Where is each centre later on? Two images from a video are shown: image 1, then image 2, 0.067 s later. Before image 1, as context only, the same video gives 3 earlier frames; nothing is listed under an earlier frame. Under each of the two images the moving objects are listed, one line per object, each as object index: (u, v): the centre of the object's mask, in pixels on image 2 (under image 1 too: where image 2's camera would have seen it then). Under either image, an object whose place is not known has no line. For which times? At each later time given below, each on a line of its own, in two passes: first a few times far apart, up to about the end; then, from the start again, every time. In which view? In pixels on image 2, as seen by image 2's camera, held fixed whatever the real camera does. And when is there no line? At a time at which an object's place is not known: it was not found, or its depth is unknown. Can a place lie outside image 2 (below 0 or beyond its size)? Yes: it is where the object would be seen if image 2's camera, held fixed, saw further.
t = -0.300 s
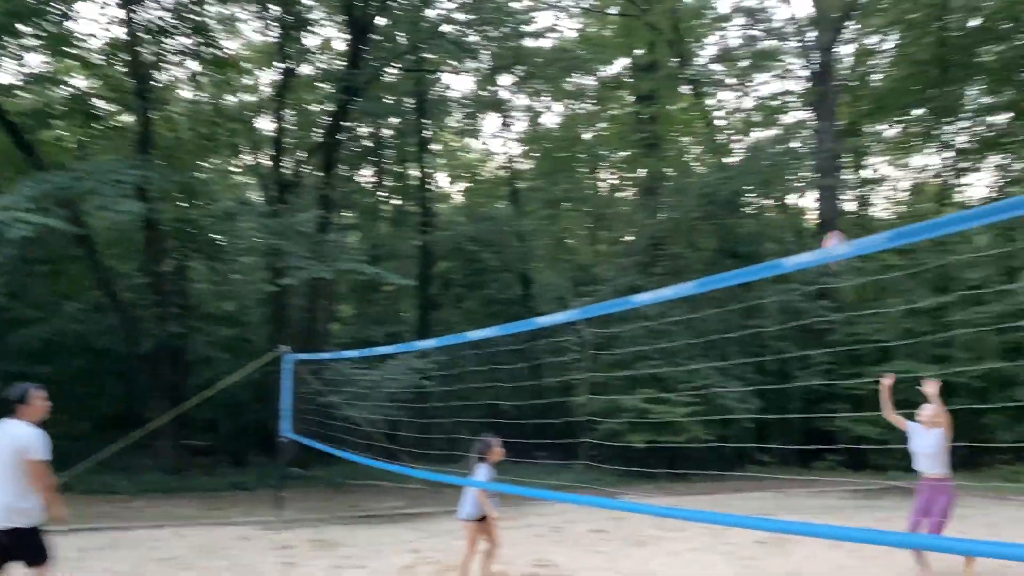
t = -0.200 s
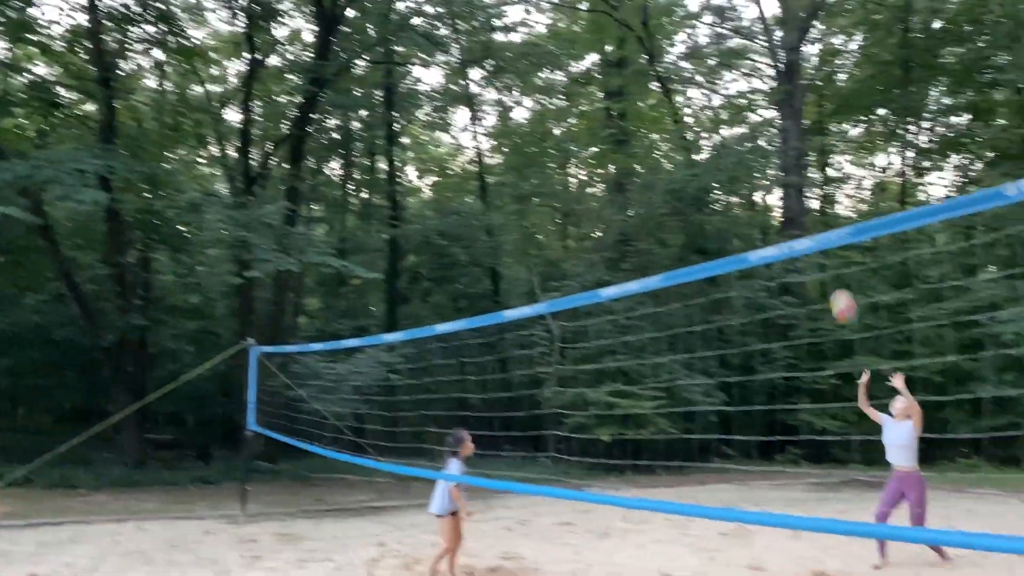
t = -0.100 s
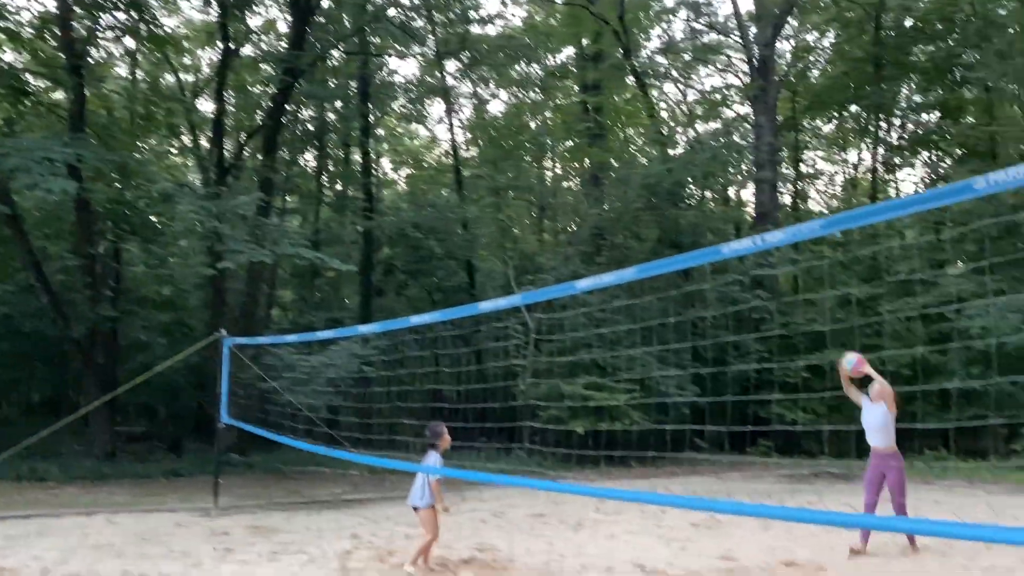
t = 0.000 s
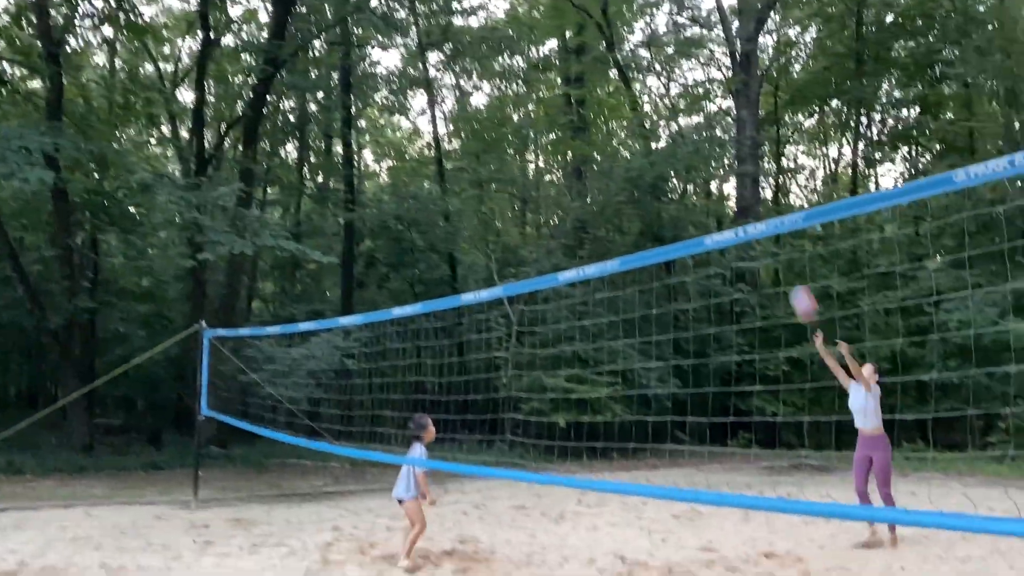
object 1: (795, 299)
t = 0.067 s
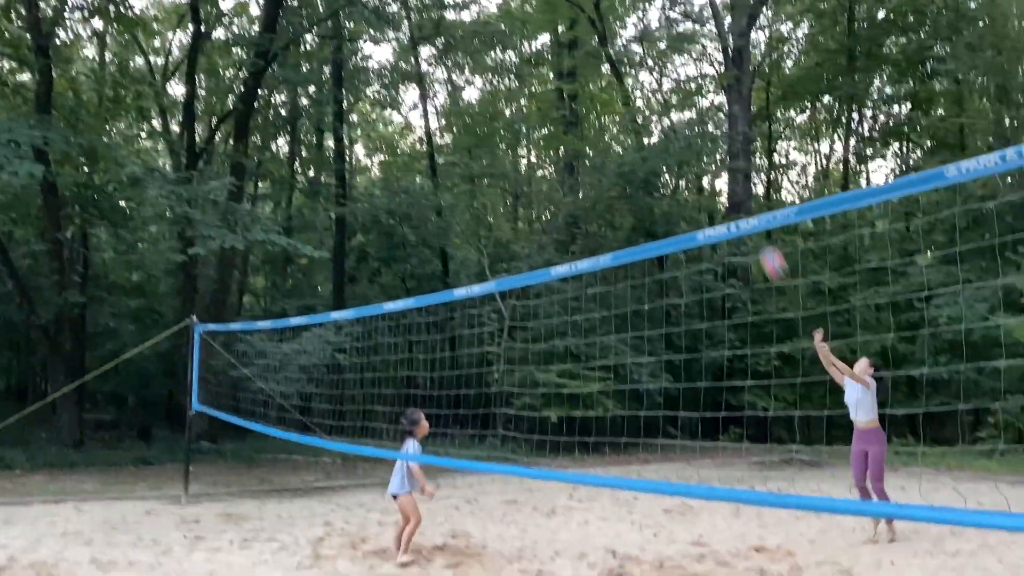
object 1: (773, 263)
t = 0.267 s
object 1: (710, 185)
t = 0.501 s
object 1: (637, 150)
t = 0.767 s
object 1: (555, 179)
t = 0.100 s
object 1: (763, 249)
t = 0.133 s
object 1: (755, 240)
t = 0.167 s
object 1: (739, 213)
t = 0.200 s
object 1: (731, 207)
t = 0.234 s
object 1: (720, 196)
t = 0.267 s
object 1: (710, 185)
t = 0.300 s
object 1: (699, 177)
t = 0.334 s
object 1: (689, 169)
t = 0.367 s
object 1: (679, 163)
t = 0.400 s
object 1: (668, 158)
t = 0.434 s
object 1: (658, 154)
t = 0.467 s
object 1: (648, 152)
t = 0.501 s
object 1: (637, 150)
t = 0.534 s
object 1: (627, 149)
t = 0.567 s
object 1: (617, 149)
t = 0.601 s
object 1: (607, 151)
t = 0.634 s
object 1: (596, 154)
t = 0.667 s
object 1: (586, 159)
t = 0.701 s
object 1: (575, 165)
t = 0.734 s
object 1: (564, 171)
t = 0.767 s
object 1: (555, 179)
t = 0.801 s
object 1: (544, 188)
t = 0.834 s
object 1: (534, 198)
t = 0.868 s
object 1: (523, 210)
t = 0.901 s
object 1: (513, 222)
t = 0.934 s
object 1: (502, 236)
